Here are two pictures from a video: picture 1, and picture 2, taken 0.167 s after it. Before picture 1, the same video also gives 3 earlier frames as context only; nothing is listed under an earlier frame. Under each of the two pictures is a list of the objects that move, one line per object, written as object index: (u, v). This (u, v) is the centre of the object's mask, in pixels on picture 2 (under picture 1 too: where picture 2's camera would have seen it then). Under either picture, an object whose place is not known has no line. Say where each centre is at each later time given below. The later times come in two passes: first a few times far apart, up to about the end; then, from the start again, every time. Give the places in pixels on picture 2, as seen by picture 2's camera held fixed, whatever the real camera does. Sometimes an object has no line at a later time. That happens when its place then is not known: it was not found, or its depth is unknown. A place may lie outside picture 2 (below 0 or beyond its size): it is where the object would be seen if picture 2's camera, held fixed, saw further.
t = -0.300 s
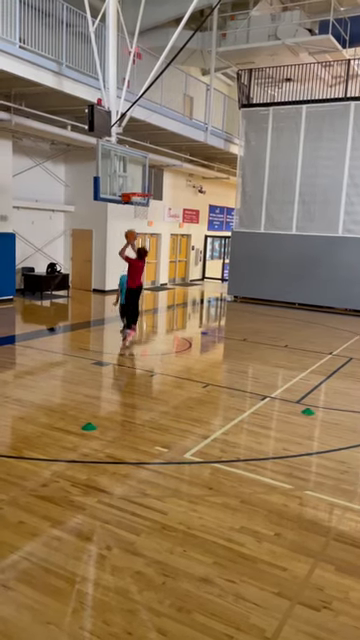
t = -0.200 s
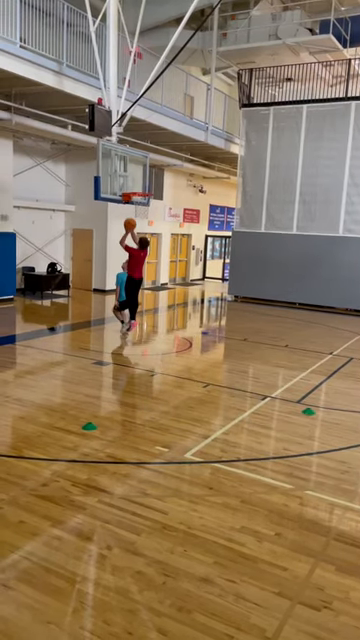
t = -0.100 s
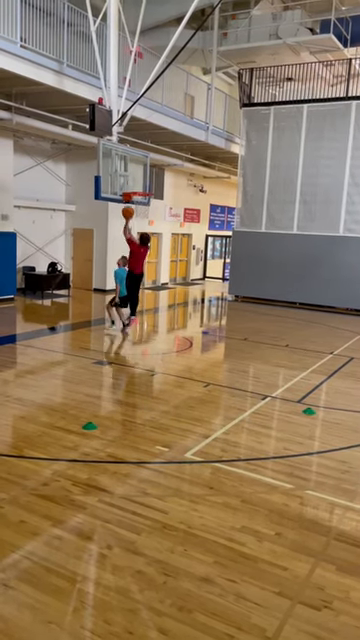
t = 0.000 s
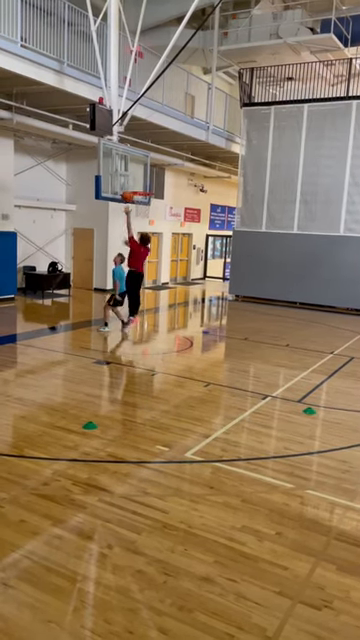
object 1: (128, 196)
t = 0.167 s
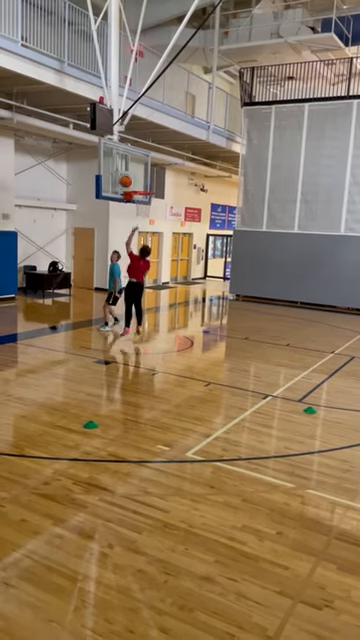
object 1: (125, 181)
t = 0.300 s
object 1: (136, 182)
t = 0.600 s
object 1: (145, 209)
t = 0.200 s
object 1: (128, 181)
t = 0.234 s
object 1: (131, 181)
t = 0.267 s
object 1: (133, 181)
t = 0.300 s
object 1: (136, 182)
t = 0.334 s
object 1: (139, 184)
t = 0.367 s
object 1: (141, 185)
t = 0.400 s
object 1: (144, 188)
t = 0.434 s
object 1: (146, 189)
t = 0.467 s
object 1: (149, 196)
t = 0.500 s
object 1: (148, 197)
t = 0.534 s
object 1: (147, 203)
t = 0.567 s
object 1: (146, 207)
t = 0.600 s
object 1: (145, 209)
